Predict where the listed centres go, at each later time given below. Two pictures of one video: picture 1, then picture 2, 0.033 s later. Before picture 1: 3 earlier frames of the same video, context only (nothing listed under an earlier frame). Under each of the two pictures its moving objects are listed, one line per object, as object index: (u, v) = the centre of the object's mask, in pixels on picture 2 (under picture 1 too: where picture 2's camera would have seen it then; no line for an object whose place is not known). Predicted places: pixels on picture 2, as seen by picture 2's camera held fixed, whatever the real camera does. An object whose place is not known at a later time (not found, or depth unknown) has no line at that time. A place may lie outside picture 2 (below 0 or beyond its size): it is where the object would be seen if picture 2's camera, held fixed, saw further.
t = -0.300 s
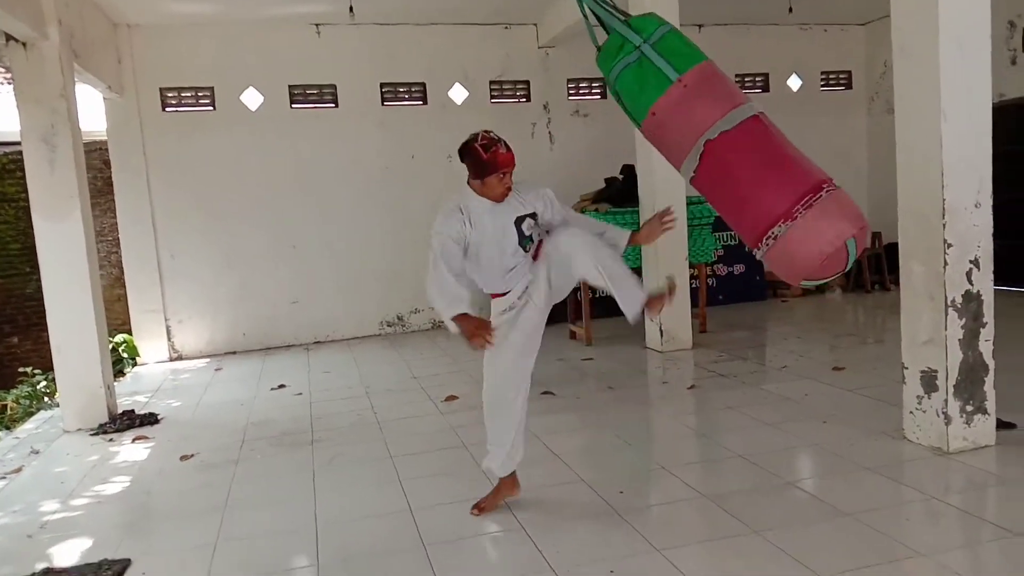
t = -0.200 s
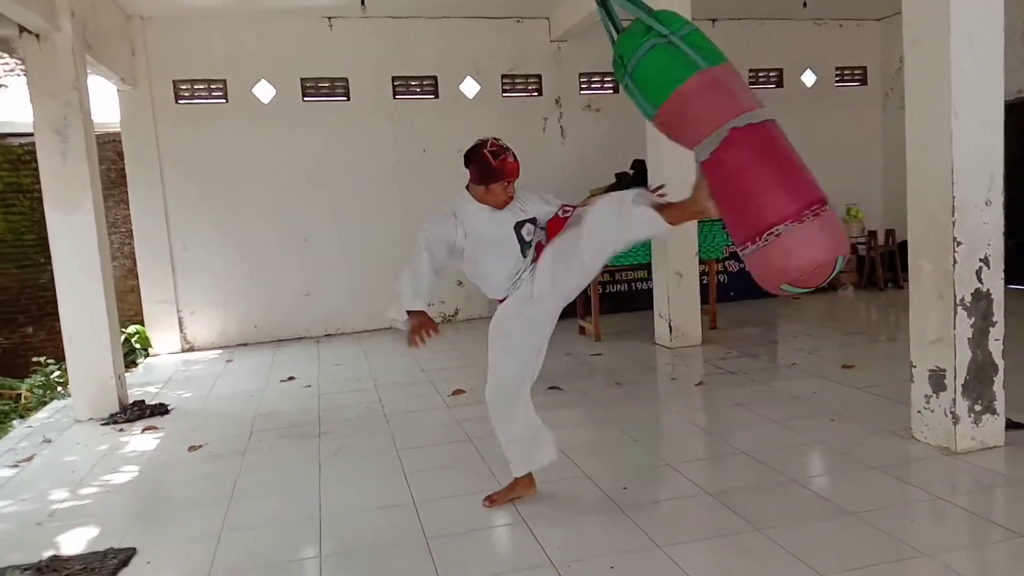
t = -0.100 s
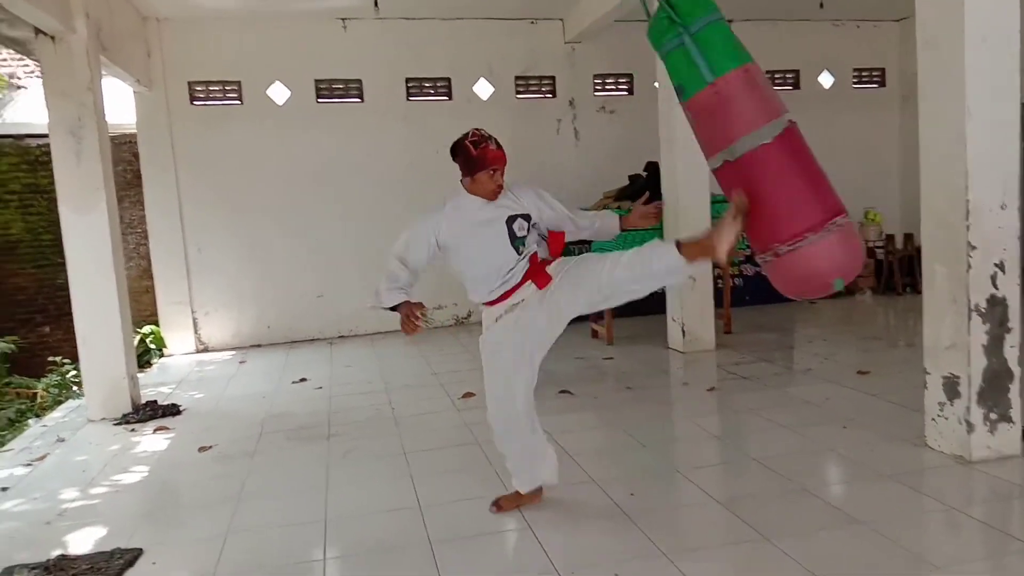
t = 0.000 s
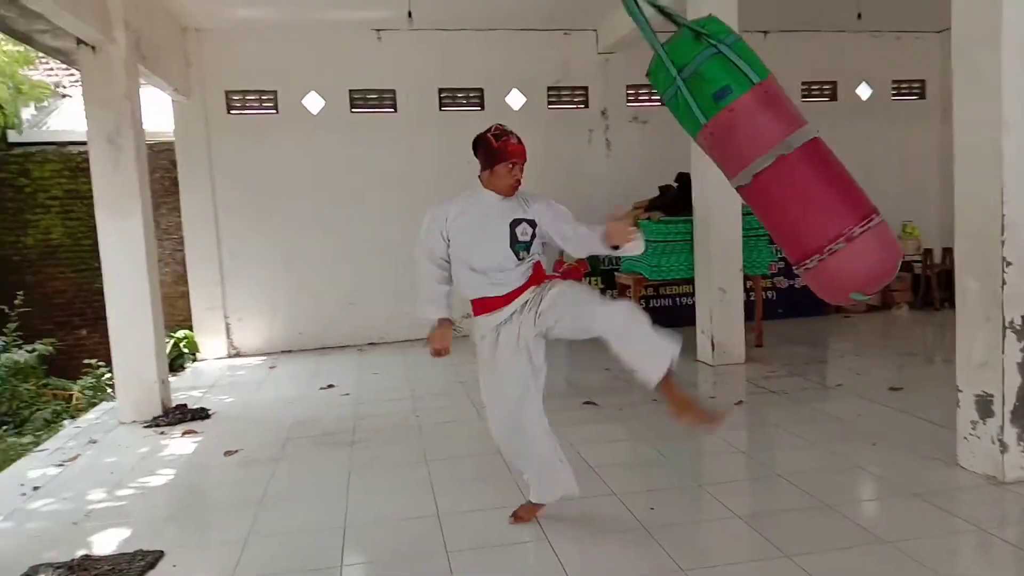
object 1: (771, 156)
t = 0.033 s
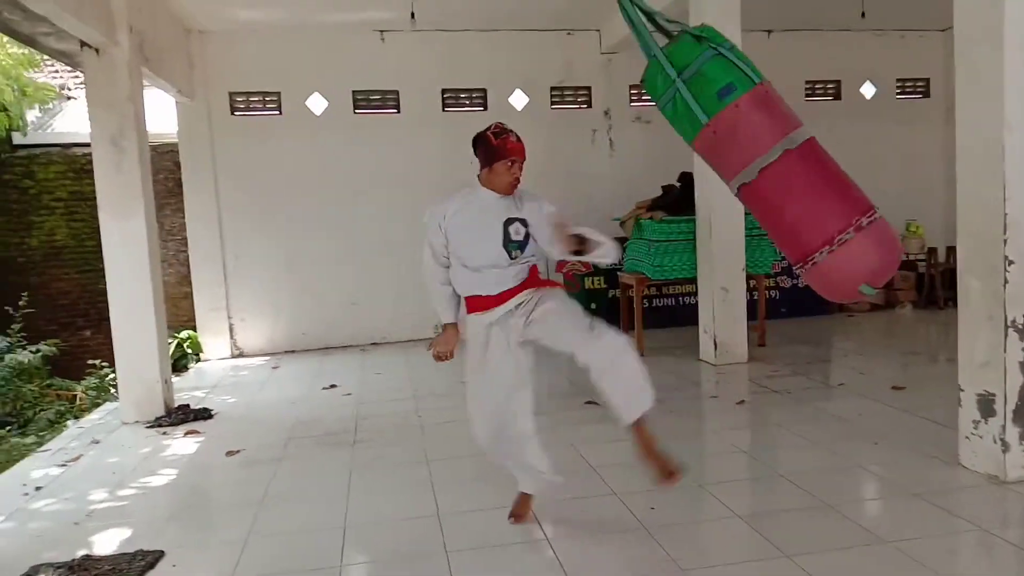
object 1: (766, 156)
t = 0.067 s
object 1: (762, 161)
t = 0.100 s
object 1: (755, 165)
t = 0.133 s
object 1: (749, 170)
